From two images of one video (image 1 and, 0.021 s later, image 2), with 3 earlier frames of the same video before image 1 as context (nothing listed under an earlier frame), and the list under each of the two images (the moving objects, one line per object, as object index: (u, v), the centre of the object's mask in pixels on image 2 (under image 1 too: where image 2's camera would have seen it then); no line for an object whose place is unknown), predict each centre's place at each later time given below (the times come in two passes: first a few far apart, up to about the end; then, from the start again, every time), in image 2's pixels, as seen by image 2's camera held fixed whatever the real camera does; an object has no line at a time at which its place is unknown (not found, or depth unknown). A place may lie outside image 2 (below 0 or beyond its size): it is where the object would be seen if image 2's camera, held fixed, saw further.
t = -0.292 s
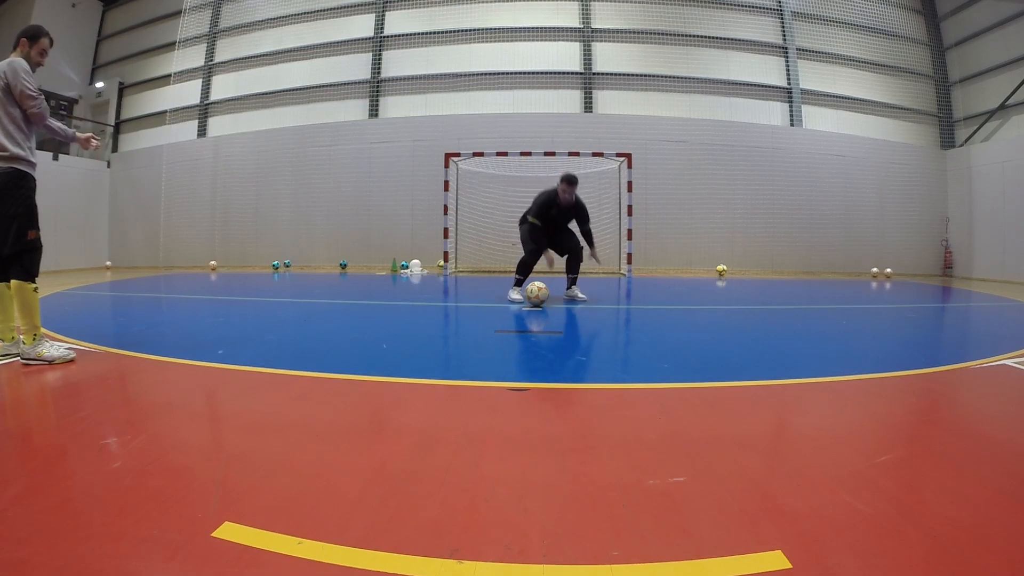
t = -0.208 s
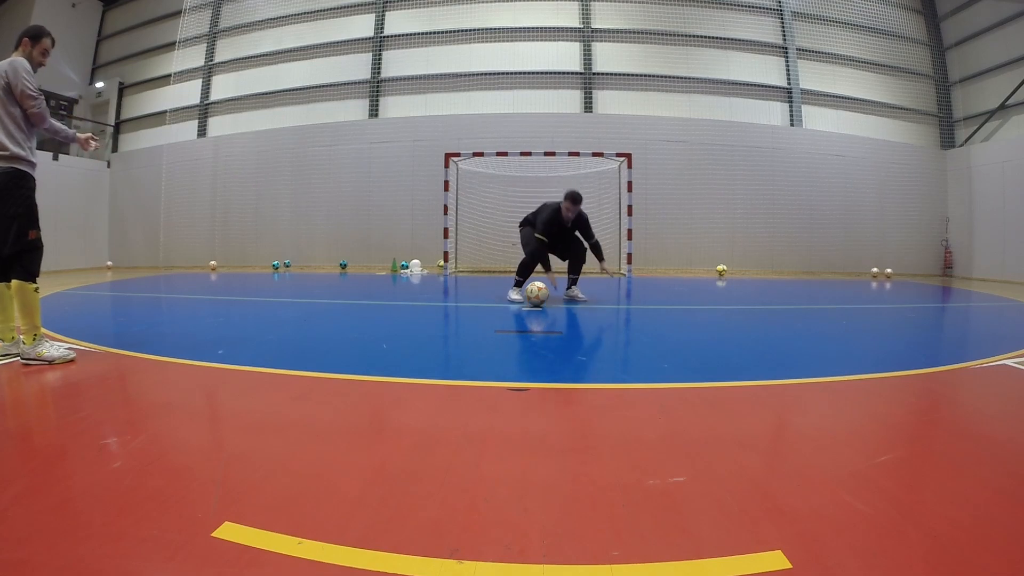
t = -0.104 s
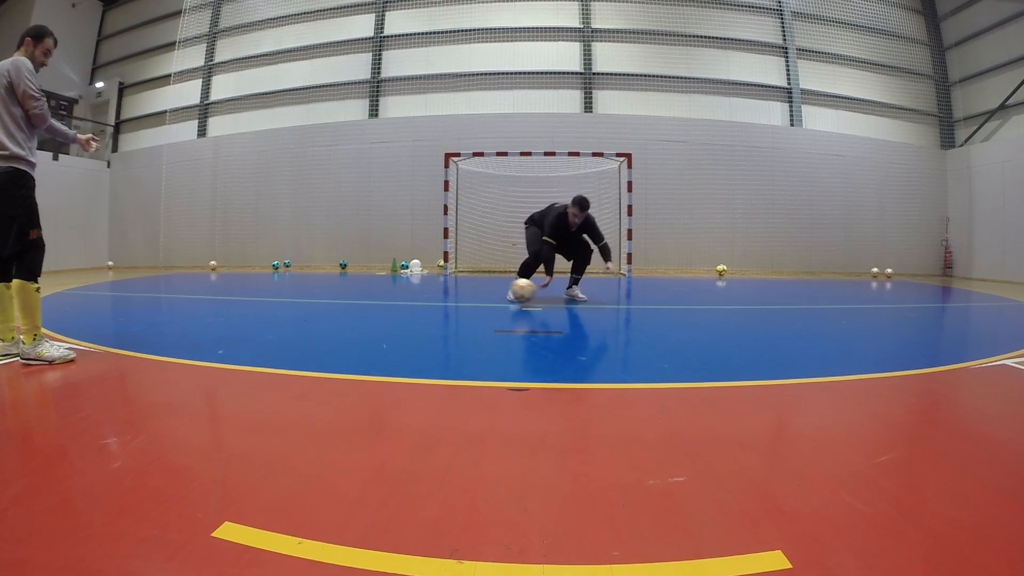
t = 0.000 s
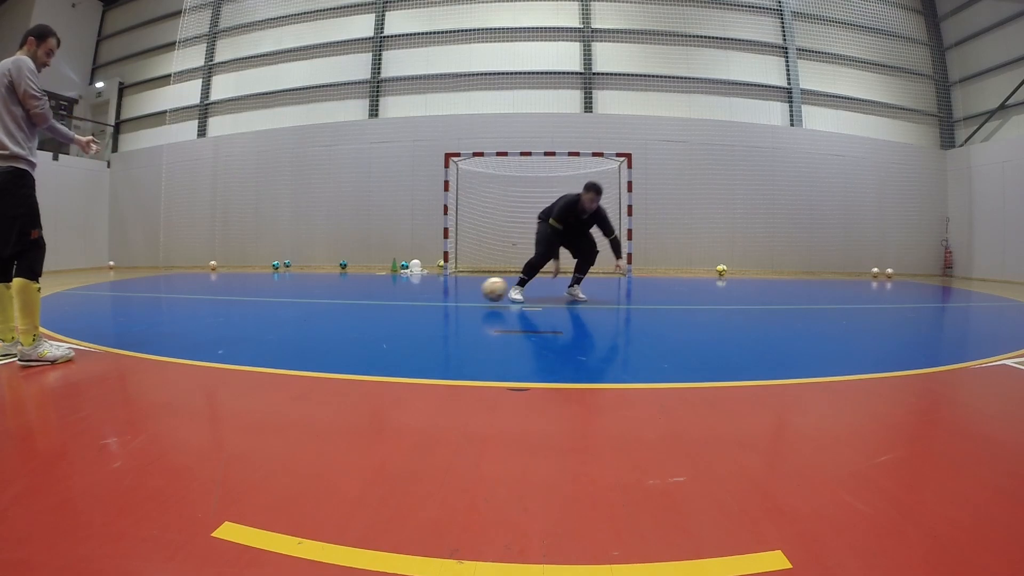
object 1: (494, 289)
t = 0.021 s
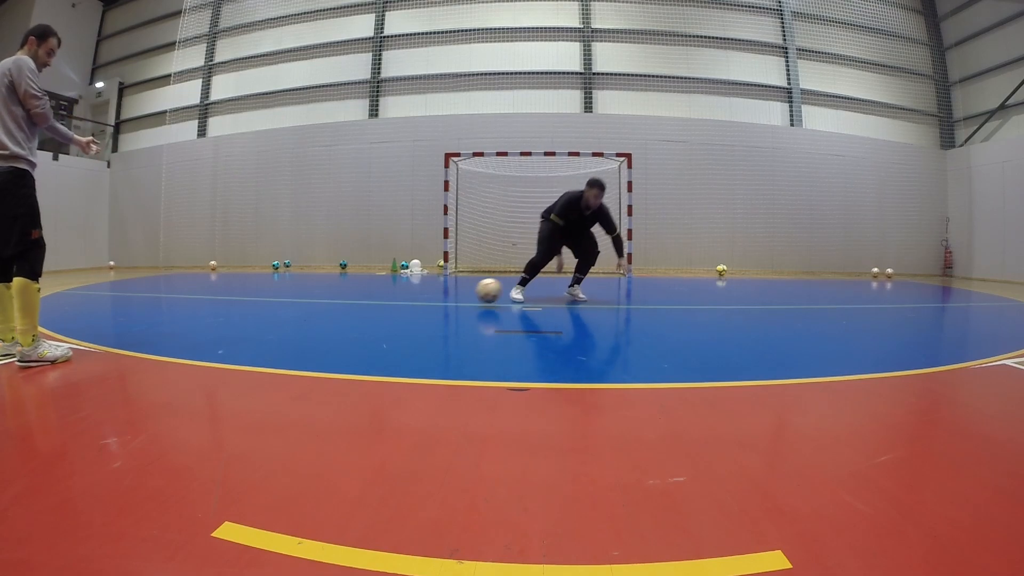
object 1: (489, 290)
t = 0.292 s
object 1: (424, 295)
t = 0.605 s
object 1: (355, 295)
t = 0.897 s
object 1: (293, 296)
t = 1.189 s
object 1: (236, 296)
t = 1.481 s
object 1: (183, 296)
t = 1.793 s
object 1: (132, 296)
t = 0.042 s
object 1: (483, 292)
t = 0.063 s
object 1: (477, 294)
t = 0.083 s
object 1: (472, 293)
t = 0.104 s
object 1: (467, 293)
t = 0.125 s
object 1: (462, 293)
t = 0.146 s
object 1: (458, 293)
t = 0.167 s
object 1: (453, 294)
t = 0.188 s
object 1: (448, 294)
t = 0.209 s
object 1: (443, 294)
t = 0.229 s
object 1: (439, 294)
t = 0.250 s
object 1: (434, 294)
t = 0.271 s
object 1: (429, 294)
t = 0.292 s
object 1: (424, 295)
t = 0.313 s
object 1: (420, 295)
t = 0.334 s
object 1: (415, 295)
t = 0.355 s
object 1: (410, 295)
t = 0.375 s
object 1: (406, 295)
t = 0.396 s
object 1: (401, 295)
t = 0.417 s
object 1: (397, 295)
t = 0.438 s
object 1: (392, 295)
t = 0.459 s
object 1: (387, 295)
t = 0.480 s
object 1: (383, 295)
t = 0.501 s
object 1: (378, 295)
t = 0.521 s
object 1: (373, 295)
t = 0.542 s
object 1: (369, 295)
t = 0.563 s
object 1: (364, 295)
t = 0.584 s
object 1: (359, 295)
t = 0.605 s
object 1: (355, 295)
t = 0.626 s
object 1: (350, 295)
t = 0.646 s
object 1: (346, 295)
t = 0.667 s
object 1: (342, 295)
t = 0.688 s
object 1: (337, 295)
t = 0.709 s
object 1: (333, 295)
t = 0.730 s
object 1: (328, 295)
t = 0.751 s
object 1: (324, 295)
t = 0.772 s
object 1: (320, 295)
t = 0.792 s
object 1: (315, 295)
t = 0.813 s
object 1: (311, 295)
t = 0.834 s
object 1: (307, 295)
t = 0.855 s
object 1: (302, 296)
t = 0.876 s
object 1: (298, 295)
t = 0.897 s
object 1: (293, 296)
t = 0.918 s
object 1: (289, 296)
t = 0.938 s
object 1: (285, 295)
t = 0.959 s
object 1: (281, 296)
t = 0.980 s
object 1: (276, 295)
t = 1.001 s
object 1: (272, 296)
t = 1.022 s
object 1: (268, 296)
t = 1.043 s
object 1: (264, 296)
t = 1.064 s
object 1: (260, 296)
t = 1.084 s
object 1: (256, 295)
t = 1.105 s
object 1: (252, 296)
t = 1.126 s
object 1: (248, 296)
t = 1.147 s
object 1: (244, 296)
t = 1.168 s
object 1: (240, 296)
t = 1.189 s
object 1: (236, 296)
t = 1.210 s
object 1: (232, 296)
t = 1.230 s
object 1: (228, 296)
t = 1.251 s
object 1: (224, 296)
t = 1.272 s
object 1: (220, 296)
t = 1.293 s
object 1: (216, 296)
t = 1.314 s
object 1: (212, 296)
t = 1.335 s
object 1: (208, 296)
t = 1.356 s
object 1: (205, 296)
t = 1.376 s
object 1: (202, 296)
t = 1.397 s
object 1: (198, 296)
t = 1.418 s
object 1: (194, 296)
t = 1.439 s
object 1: (190, 296)
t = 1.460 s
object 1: (187, 296)
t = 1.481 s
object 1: (183, 296)
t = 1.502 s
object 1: (180, 296)
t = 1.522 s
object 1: (176, 296)
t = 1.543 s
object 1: (173, 296)
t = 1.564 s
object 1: (169, 296)
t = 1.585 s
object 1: (166, 296)
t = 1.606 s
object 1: (162, 296)
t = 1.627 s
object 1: (159, 296)
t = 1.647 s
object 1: (155, 296)
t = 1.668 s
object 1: (152, 296)
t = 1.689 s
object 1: (149, 296)
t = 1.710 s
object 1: (145, 296)
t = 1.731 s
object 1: (142, 296)
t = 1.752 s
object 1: (139, 296)
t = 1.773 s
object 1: (136, 296)
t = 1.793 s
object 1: (132, 296)
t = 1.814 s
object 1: (129, 296)
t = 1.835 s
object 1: (126, 296)
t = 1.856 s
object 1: (123, 296)
